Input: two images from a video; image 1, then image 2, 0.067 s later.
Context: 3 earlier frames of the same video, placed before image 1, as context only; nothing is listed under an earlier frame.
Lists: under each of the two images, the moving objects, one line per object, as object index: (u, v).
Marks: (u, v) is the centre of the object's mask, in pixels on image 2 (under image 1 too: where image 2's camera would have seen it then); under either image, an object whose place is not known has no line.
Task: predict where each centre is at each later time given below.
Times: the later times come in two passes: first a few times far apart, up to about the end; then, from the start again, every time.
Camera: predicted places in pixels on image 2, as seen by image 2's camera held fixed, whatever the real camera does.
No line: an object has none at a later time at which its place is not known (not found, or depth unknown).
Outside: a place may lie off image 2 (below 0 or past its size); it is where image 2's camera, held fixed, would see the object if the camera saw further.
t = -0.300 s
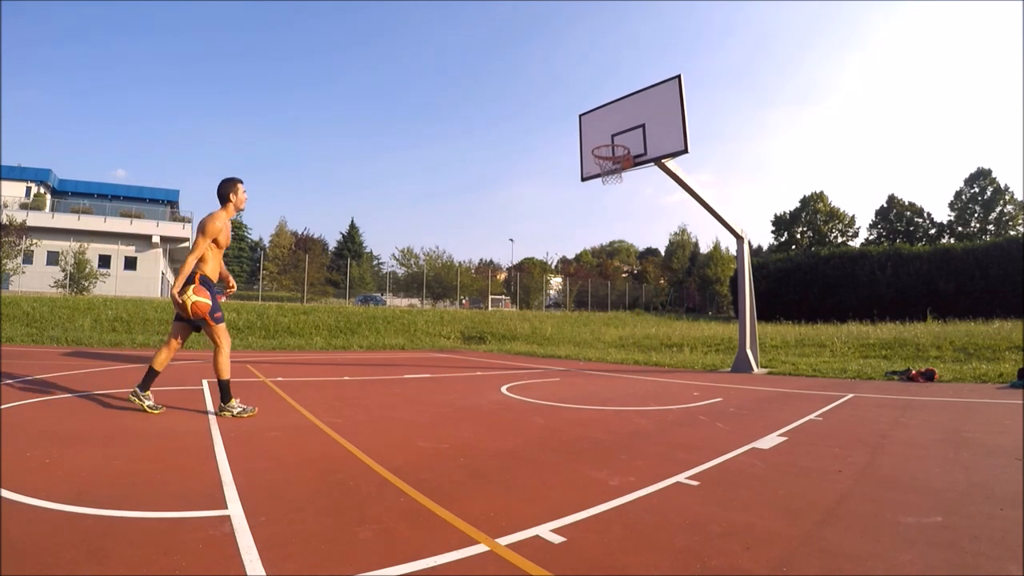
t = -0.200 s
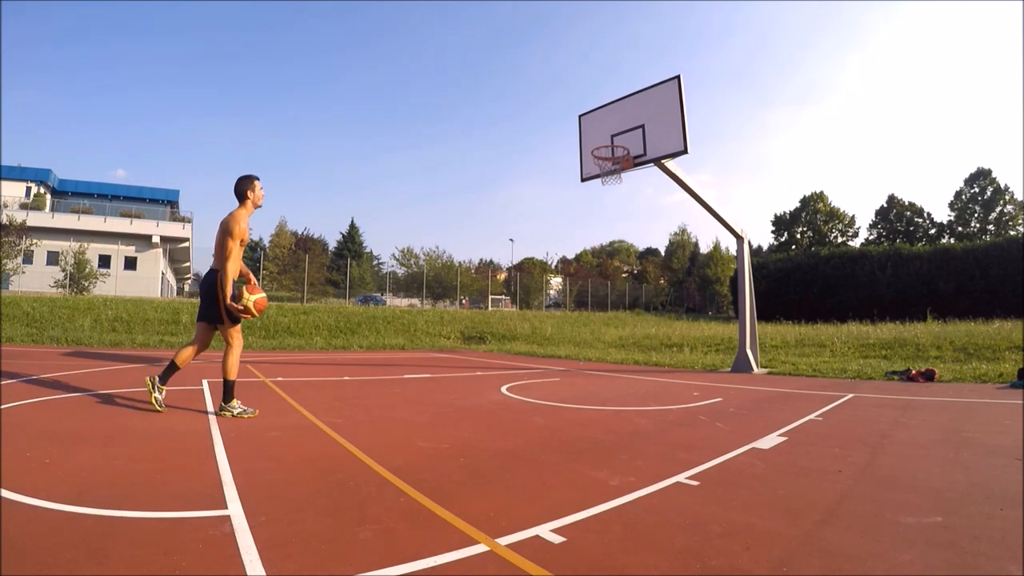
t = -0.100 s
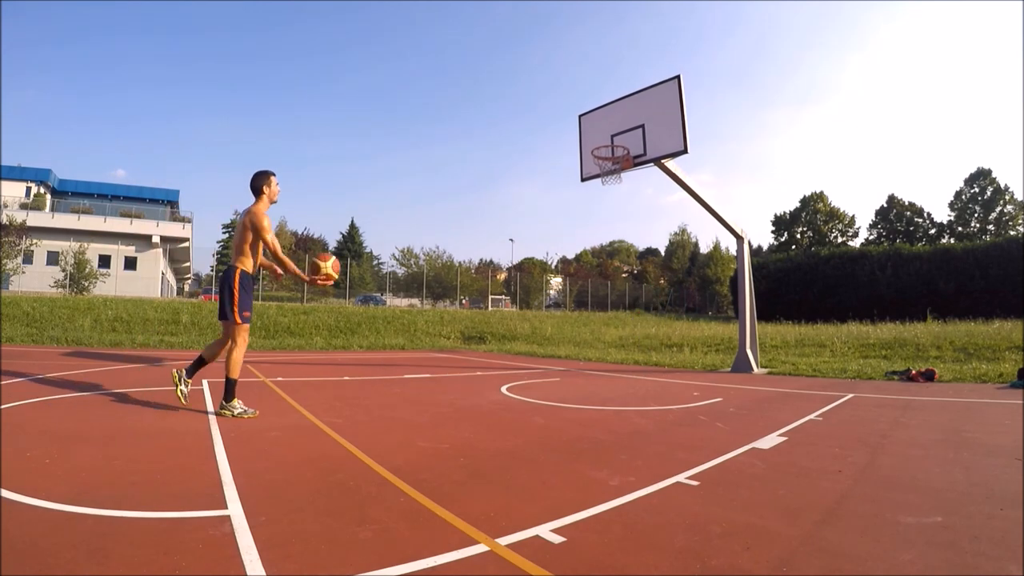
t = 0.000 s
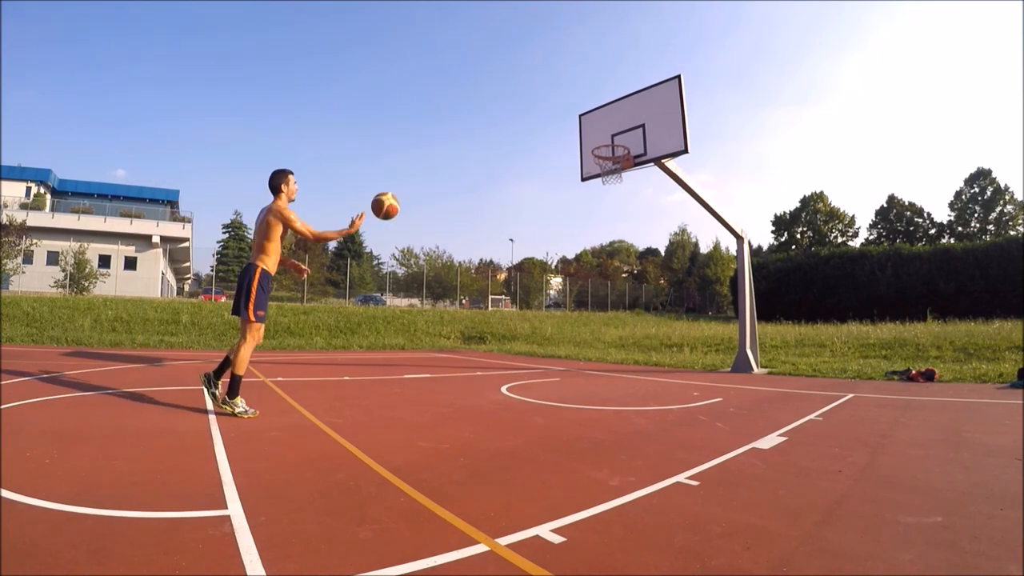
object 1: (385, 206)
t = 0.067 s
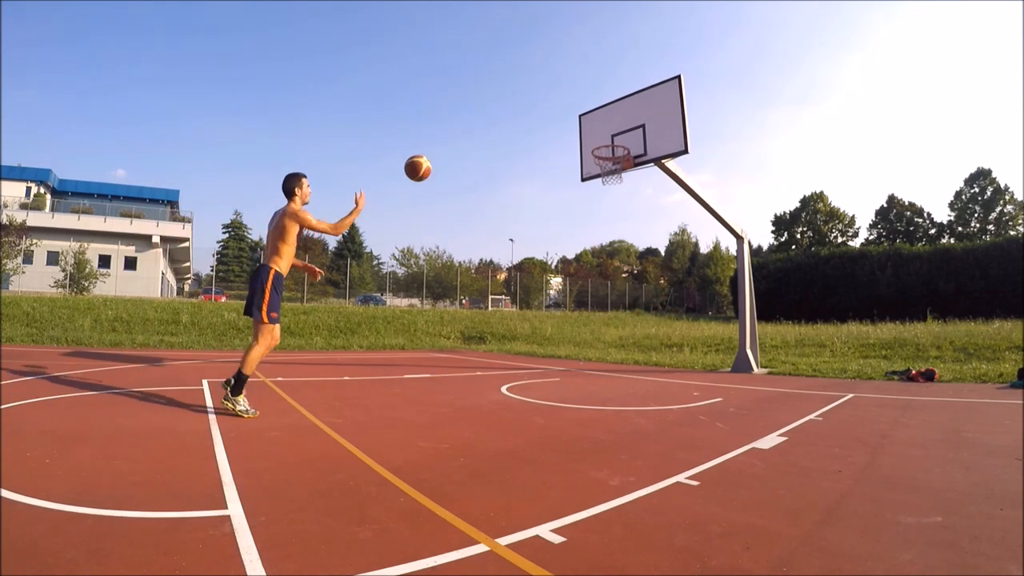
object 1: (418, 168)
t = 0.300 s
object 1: (510, 96)
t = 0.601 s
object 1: (594, 91)
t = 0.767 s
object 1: (625, 112)
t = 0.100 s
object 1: (433, 152)
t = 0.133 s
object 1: (447, 139)
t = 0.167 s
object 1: (461, 127)
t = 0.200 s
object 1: (474, 117)
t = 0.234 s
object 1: (487, 109)
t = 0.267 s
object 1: (499, 102)
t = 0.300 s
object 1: (510, 96)
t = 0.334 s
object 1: (521, 91)
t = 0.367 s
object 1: (532, 88)
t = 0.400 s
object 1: (541, 86)
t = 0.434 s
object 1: (551, 85)
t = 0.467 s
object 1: (560, 85)
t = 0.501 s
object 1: (569, 85)
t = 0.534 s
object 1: (578, 86)
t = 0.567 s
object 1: (586, 88)
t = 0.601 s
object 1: (594, 91)
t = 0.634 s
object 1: (602, 95)
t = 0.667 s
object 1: (610, 100)
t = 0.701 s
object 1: (617, 105)
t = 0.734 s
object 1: (624, 110)
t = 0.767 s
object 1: (625, 112)
